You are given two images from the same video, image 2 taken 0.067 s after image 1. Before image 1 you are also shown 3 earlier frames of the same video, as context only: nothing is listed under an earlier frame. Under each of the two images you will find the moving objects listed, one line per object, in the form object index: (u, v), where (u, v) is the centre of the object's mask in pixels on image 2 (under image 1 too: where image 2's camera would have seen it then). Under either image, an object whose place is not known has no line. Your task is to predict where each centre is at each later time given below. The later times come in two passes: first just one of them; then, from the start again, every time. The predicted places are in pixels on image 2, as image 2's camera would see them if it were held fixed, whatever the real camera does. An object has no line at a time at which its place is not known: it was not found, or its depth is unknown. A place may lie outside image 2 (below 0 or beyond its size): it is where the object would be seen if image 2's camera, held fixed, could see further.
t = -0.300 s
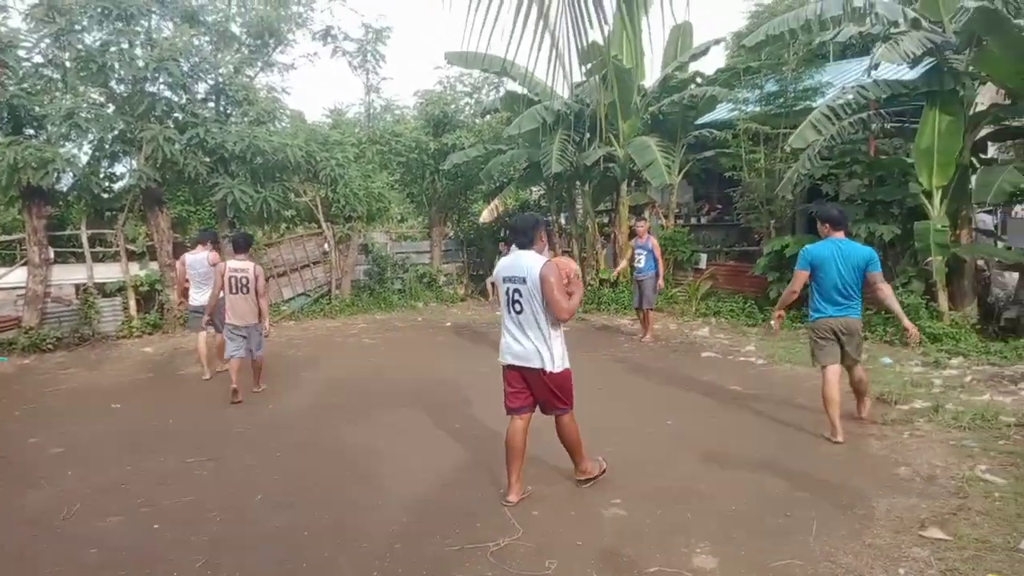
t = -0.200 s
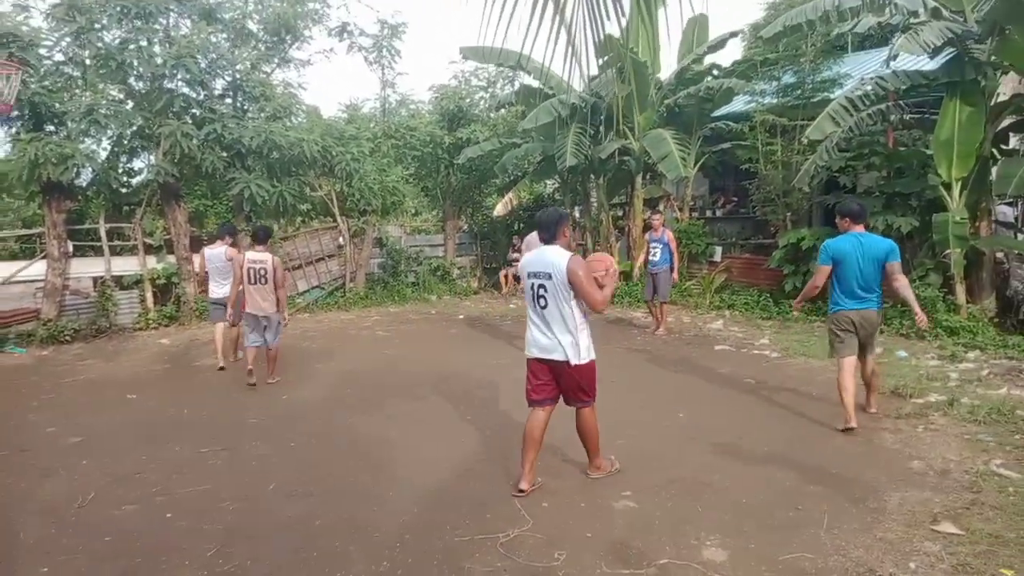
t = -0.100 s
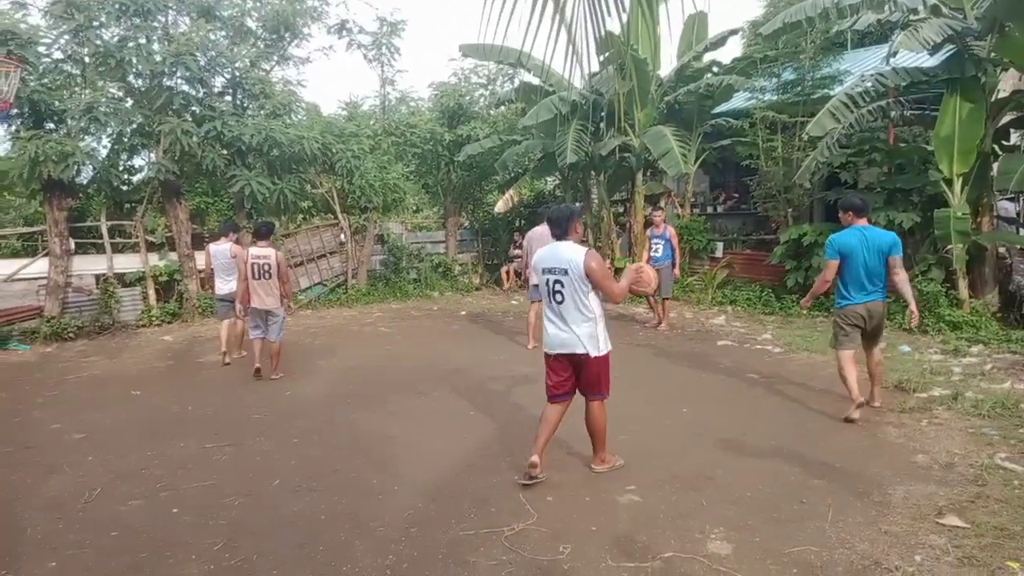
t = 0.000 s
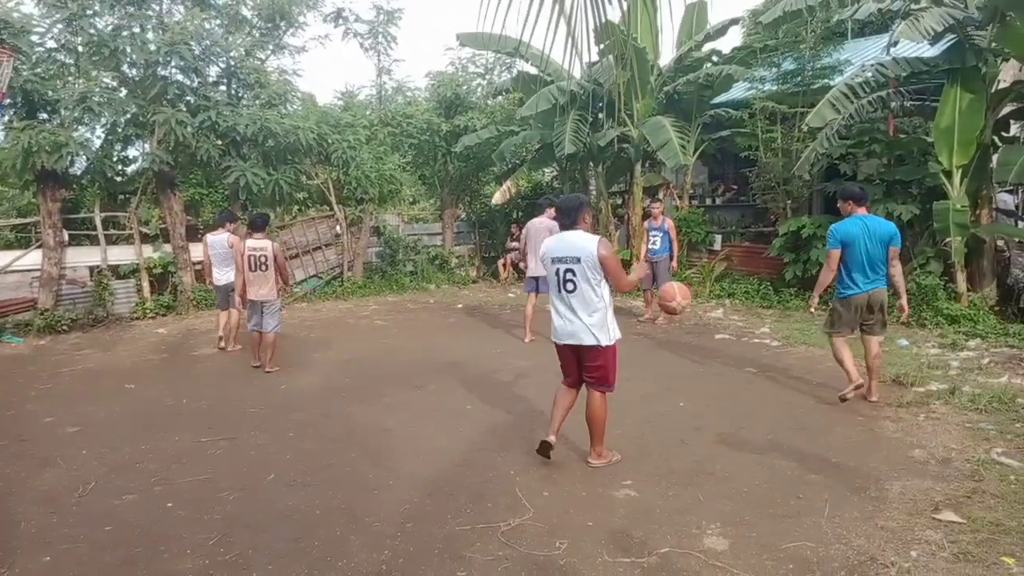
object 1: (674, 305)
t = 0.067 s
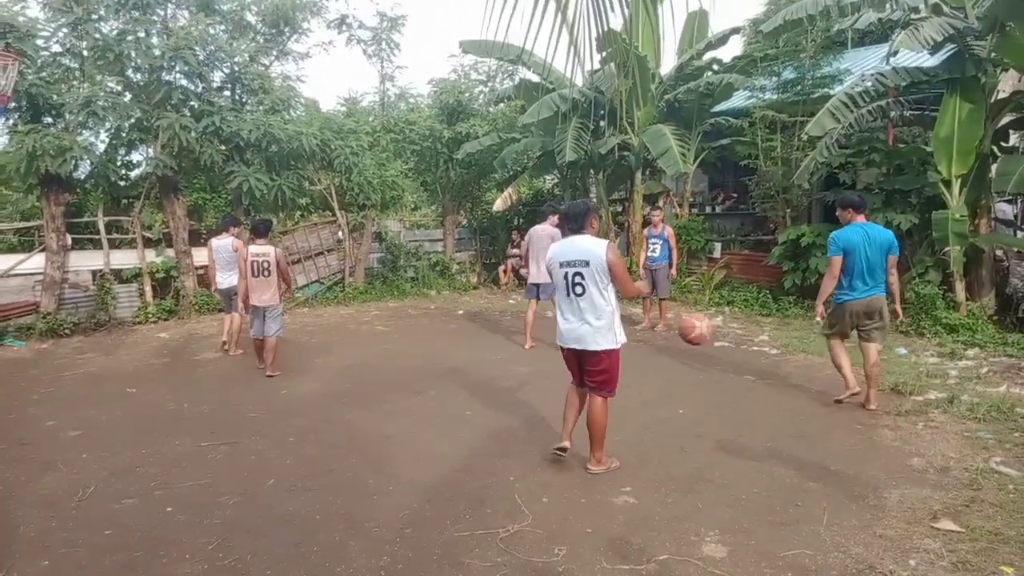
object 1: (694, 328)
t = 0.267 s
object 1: (751, 388)
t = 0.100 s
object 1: (705, 342)
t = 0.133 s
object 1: (716, 356)
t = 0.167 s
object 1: (725, 372)
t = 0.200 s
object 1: (735, 388)
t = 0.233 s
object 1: (744, 404)
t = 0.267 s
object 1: (751, 388)
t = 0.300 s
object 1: (758, 372)
